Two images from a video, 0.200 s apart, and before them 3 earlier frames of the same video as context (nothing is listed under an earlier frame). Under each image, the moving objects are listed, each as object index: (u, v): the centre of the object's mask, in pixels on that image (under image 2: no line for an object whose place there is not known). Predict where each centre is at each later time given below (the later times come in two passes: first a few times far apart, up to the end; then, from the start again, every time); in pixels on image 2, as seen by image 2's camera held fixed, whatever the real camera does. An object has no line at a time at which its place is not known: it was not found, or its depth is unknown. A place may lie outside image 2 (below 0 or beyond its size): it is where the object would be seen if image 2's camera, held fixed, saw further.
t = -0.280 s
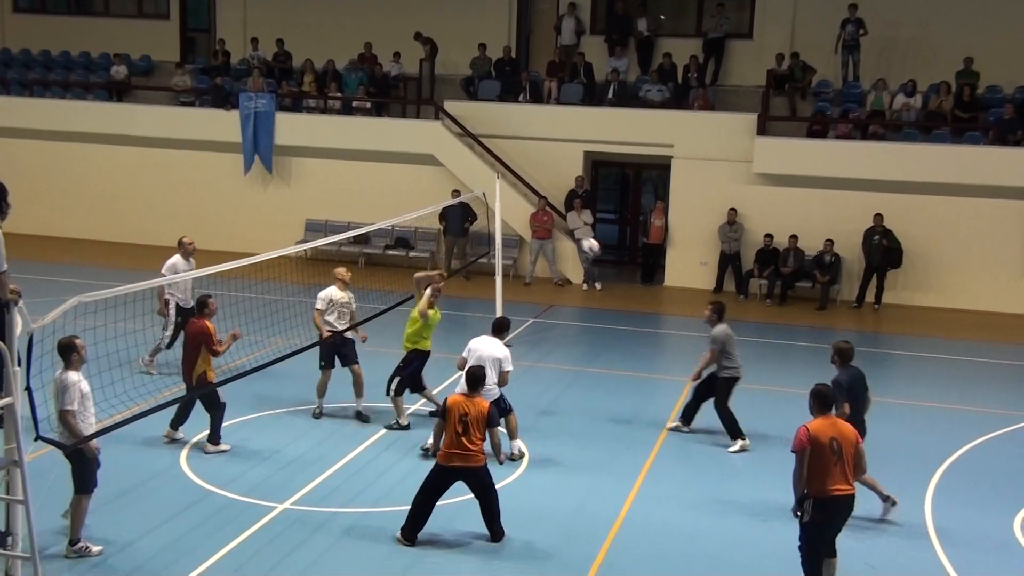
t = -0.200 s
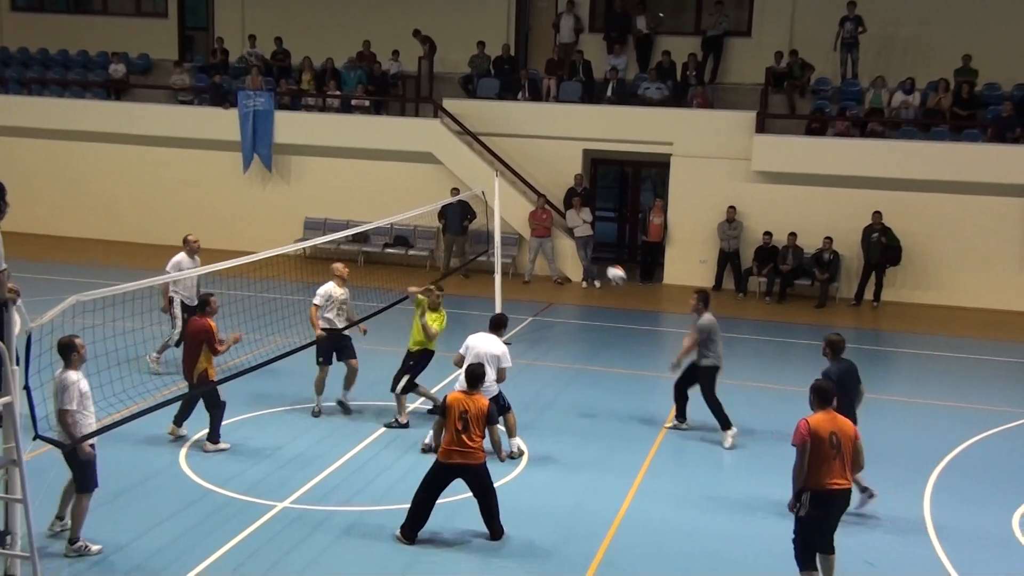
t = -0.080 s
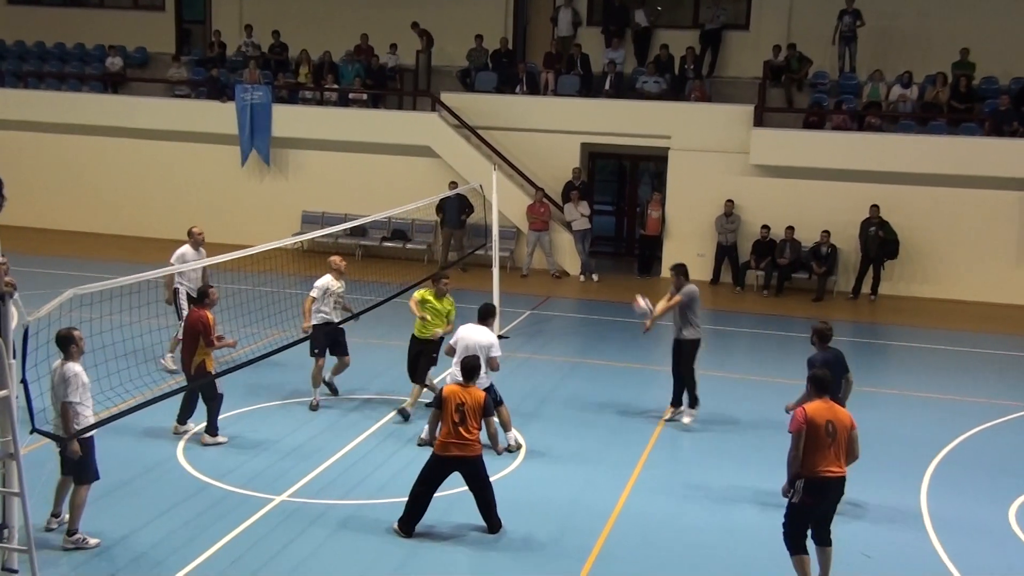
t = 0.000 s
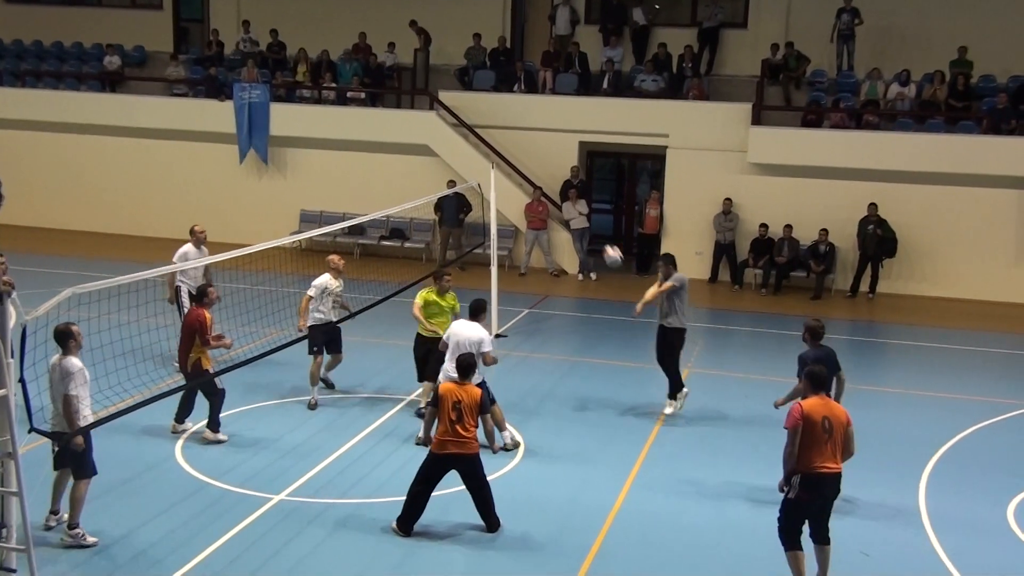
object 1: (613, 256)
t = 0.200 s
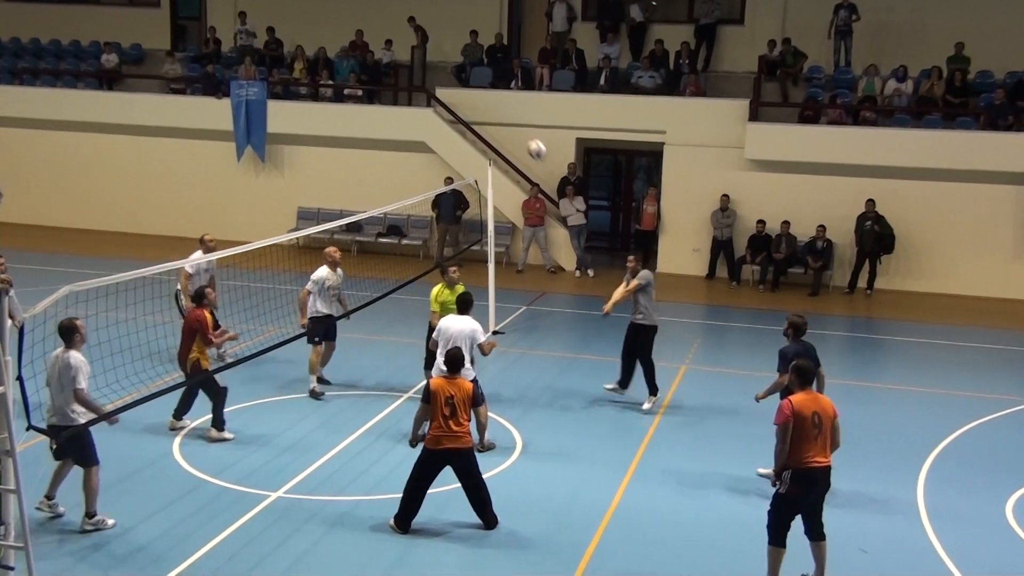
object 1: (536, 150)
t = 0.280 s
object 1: (506, 117)
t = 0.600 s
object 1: (386, 51)
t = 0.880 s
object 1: (281, 69)
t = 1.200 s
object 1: (167, 177)
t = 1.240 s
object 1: (154, 197)
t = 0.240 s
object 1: (521, 133)
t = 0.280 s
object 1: (506, 117)
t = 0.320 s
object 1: (491, 104)
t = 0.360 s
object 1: (477, 91)
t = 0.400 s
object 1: (462, 79)
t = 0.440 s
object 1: (447, 72)
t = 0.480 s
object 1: (431, 64)
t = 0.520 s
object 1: (416, 58)
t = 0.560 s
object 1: (402, 54)
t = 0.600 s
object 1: (386, 51)
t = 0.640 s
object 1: (372, 48)
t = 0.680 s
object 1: (356, 47)
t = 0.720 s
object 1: (341, 48)
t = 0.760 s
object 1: (326, 50)
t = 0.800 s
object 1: (312, 55)
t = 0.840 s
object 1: (296, 61)
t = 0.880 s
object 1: (281, 69)
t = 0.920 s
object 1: (267, 76)
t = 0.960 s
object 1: (252, 86)
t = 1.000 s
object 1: (237, 98)
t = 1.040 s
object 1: (223, 110)
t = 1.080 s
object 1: (209, 125)
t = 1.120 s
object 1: (194, 142)
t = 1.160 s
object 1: (180, 158)
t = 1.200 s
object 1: (167, 177)
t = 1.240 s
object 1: (154, 197)
